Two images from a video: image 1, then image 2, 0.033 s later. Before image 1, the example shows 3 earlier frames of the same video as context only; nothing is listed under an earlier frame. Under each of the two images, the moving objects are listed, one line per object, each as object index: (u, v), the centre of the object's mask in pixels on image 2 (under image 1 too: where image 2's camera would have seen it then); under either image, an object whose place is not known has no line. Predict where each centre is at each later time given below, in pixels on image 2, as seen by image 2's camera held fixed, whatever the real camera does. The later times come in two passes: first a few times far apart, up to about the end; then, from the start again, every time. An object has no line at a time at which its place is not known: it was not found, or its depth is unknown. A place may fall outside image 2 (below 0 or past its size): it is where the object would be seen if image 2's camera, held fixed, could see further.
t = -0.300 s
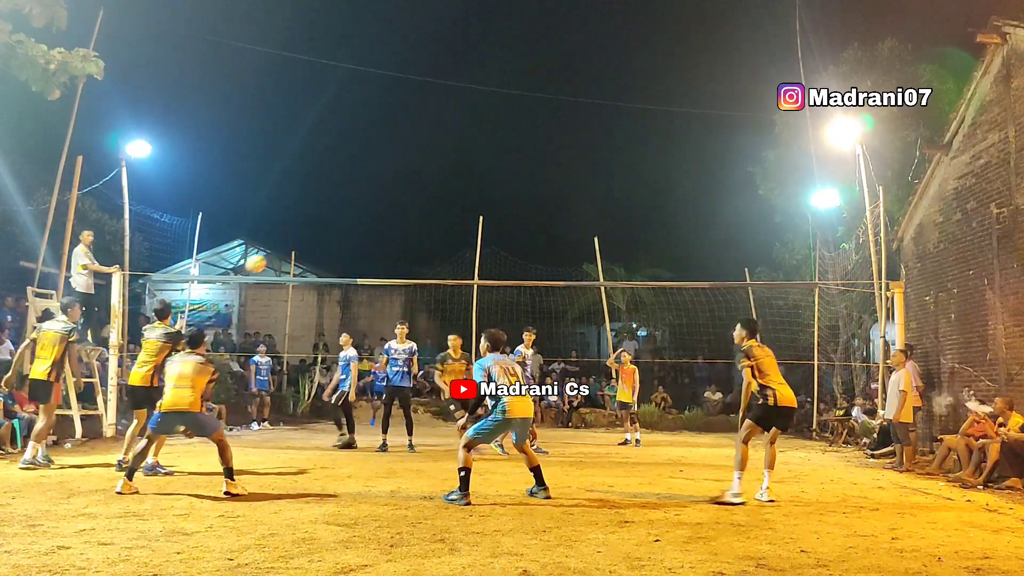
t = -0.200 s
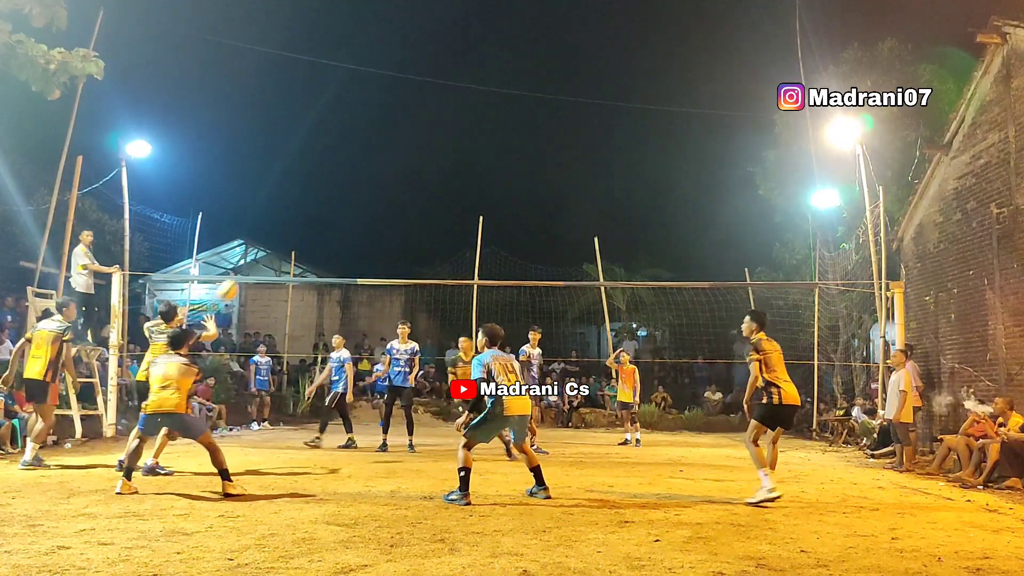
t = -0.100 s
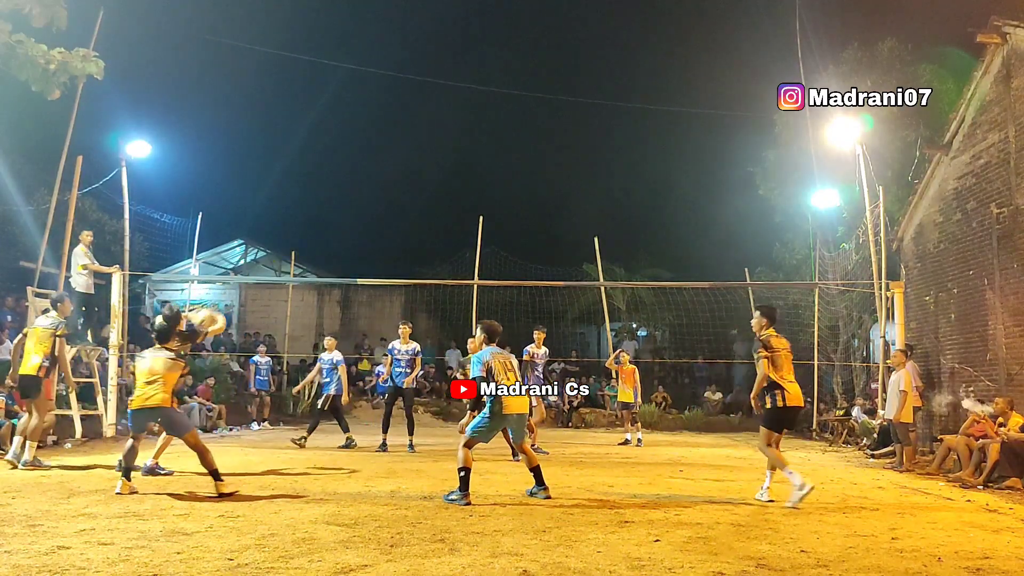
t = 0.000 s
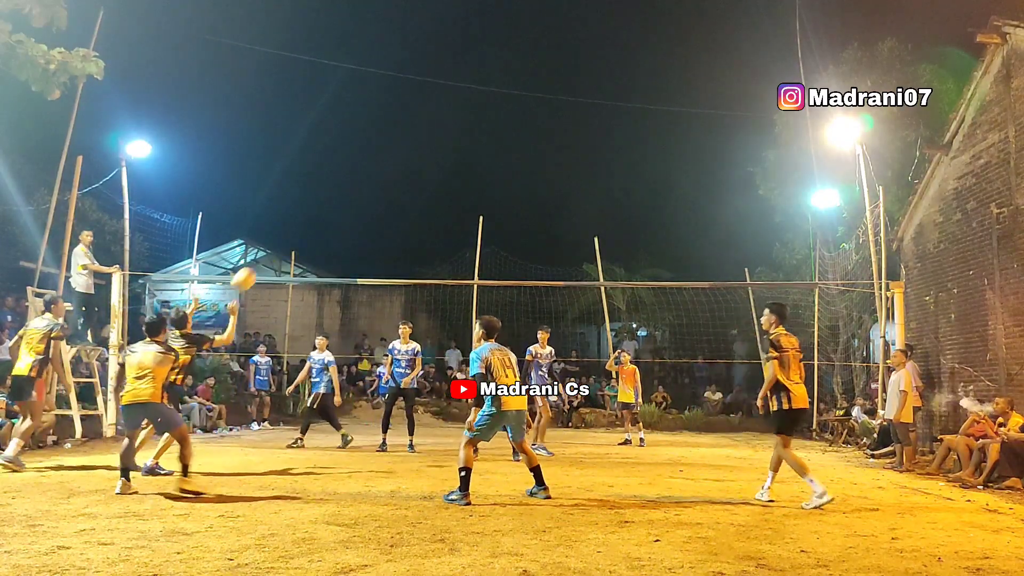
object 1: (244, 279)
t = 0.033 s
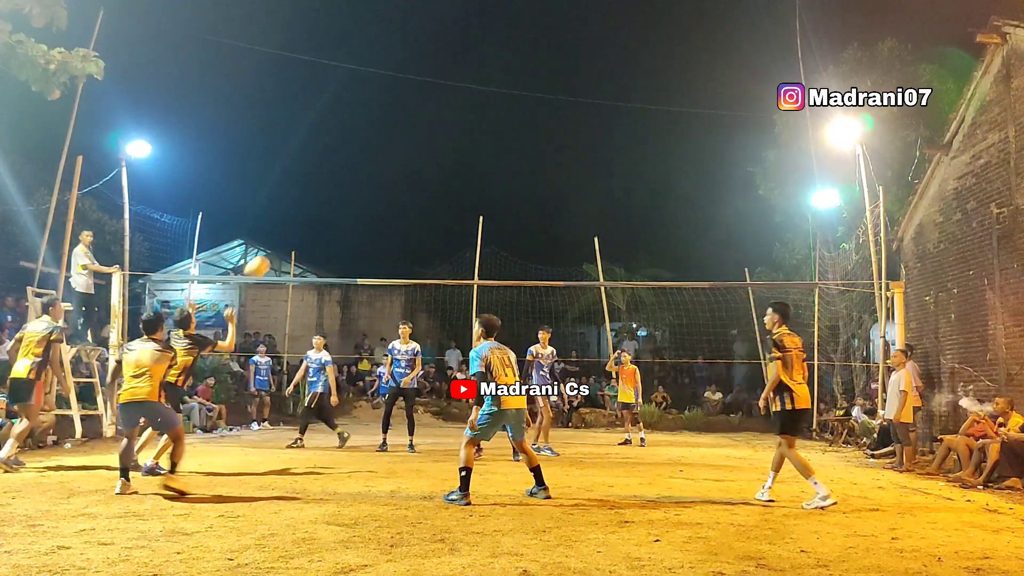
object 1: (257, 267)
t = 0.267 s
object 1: (336, 219)
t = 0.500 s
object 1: (397, 219)
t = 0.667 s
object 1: (435, 242)
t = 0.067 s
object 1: (269, 257)
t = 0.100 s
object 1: (281, 248)
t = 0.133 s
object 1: (293, 240)
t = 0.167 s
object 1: (304, 233)
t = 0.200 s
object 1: (315, 228)
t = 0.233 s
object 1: (325, 223)
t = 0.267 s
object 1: (336, 219)
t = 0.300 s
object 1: (345, 217)
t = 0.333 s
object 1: (355, 215)
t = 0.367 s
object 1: (364, 214)
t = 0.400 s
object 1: (372, 214)
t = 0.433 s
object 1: (381, 215)
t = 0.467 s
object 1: (389, 217)
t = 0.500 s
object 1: (397, 219)
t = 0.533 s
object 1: (406, 222)
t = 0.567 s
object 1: (413, 226)
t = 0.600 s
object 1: (421, 231)
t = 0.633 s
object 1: (428, 236)
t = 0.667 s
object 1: (435, 242)
